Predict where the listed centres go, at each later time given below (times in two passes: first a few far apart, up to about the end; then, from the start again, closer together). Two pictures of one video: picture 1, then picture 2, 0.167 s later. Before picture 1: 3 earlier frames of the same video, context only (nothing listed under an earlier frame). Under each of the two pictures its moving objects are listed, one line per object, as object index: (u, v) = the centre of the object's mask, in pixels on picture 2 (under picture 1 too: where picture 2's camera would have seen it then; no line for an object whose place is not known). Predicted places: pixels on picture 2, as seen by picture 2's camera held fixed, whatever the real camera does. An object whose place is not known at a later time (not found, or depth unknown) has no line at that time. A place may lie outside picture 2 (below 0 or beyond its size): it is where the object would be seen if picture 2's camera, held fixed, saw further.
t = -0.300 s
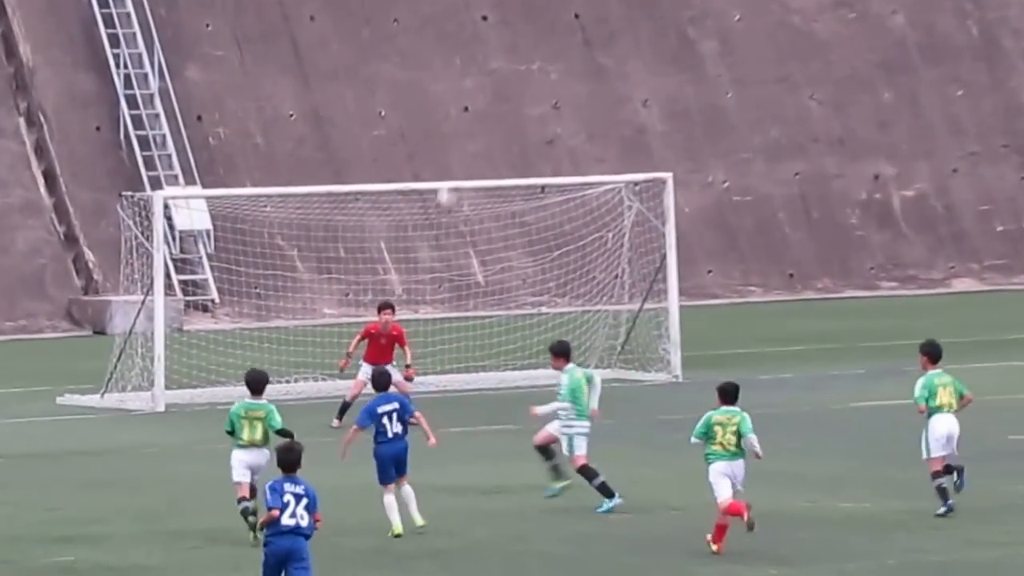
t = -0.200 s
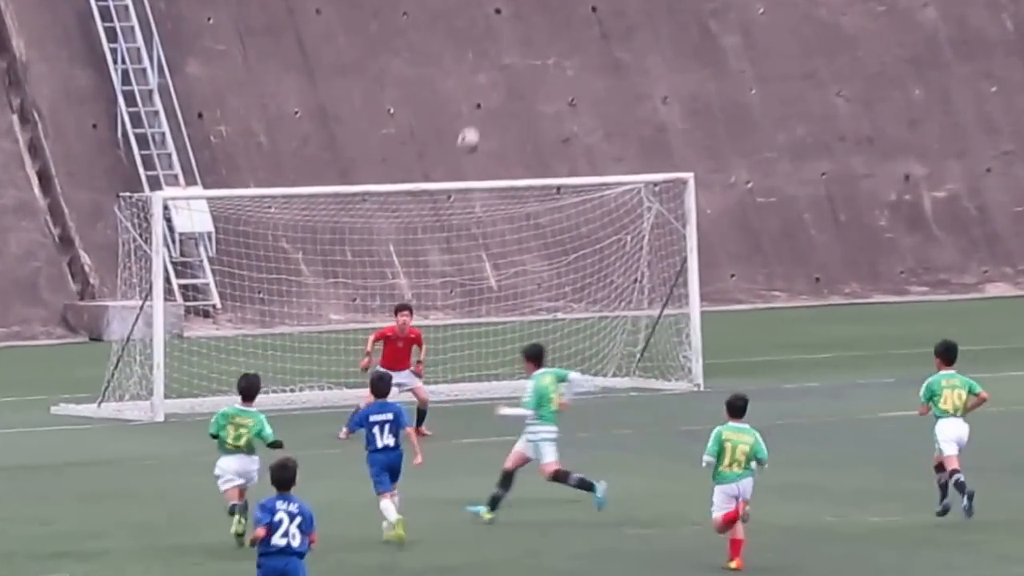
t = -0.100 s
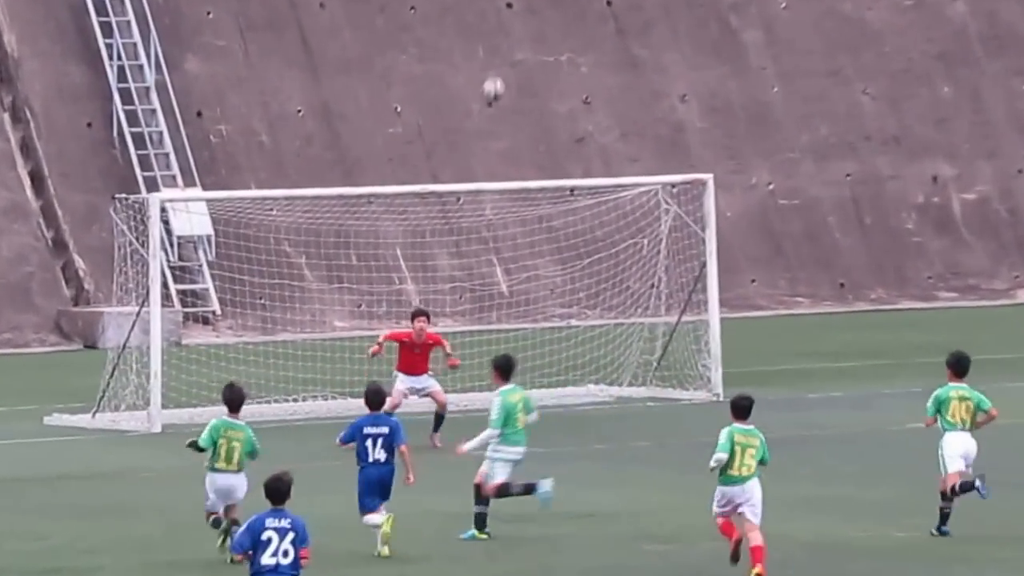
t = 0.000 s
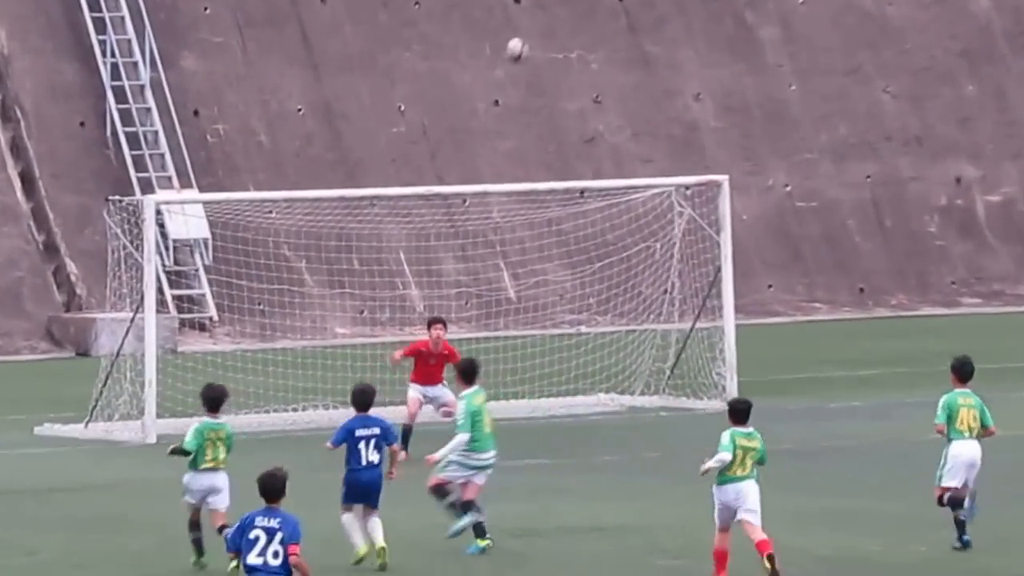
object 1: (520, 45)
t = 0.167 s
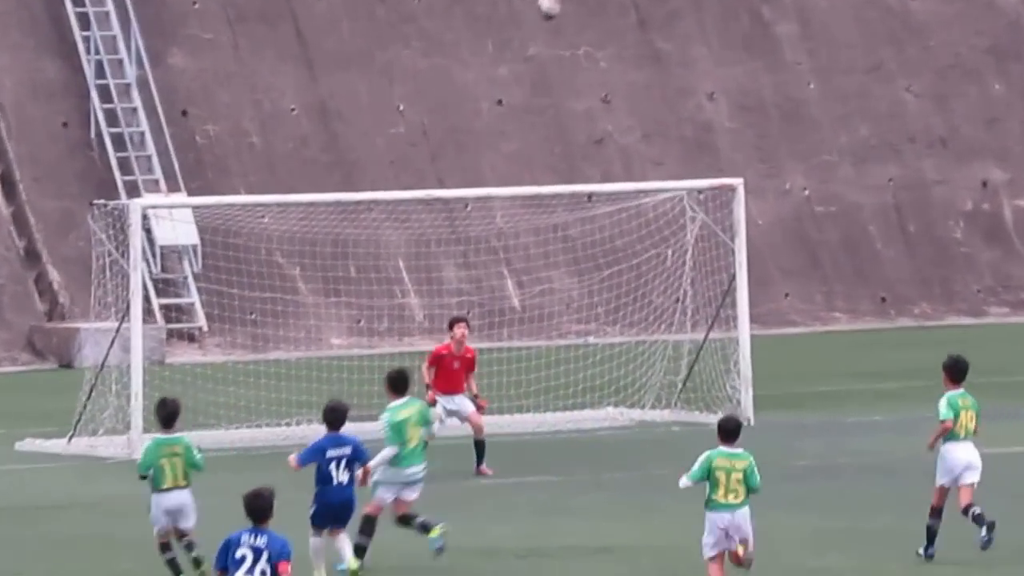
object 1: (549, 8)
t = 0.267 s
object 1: (563, 6)
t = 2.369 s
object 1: (651, 381)
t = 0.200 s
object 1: (554, 6)
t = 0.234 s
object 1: (558, 6)
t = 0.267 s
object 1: (563, 6)
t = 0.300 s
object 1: (570, 6)
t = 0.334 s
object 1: (577, 6)
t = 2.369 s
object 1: (651, 381)
